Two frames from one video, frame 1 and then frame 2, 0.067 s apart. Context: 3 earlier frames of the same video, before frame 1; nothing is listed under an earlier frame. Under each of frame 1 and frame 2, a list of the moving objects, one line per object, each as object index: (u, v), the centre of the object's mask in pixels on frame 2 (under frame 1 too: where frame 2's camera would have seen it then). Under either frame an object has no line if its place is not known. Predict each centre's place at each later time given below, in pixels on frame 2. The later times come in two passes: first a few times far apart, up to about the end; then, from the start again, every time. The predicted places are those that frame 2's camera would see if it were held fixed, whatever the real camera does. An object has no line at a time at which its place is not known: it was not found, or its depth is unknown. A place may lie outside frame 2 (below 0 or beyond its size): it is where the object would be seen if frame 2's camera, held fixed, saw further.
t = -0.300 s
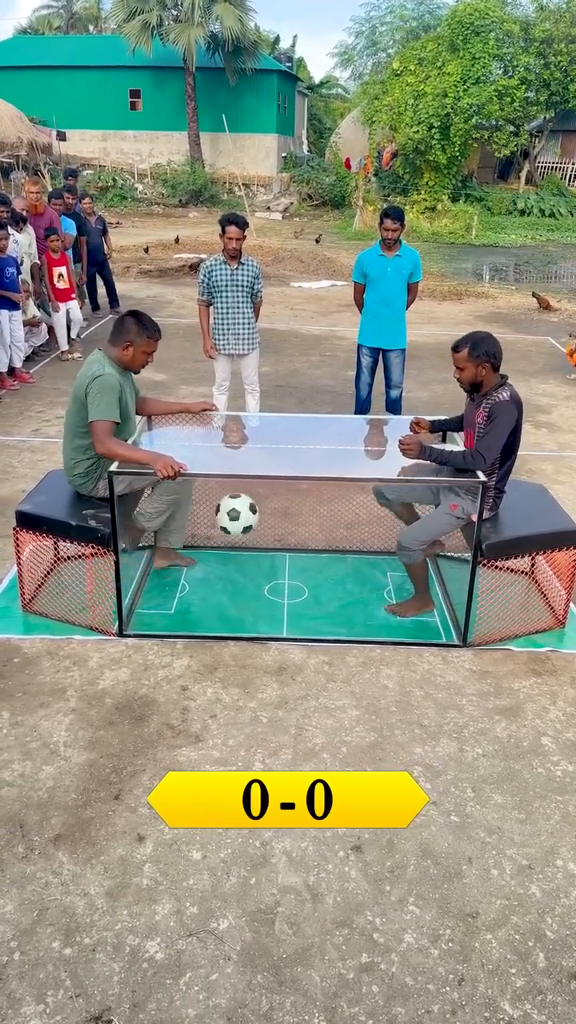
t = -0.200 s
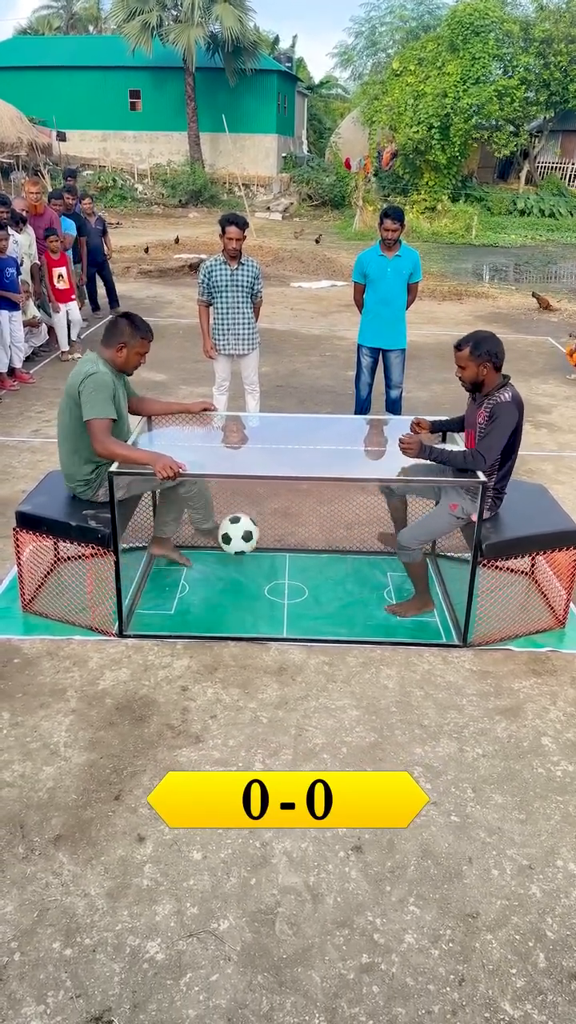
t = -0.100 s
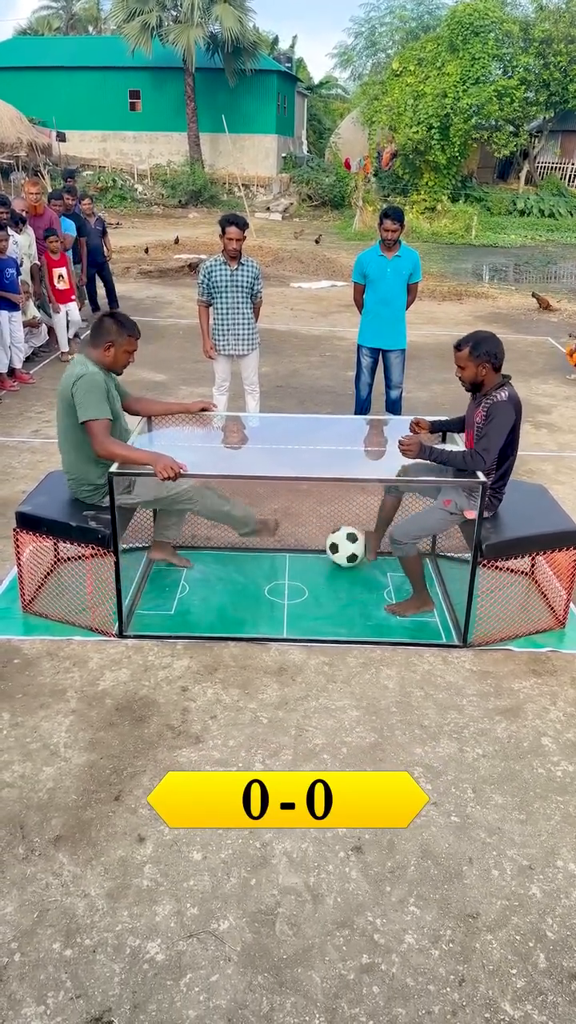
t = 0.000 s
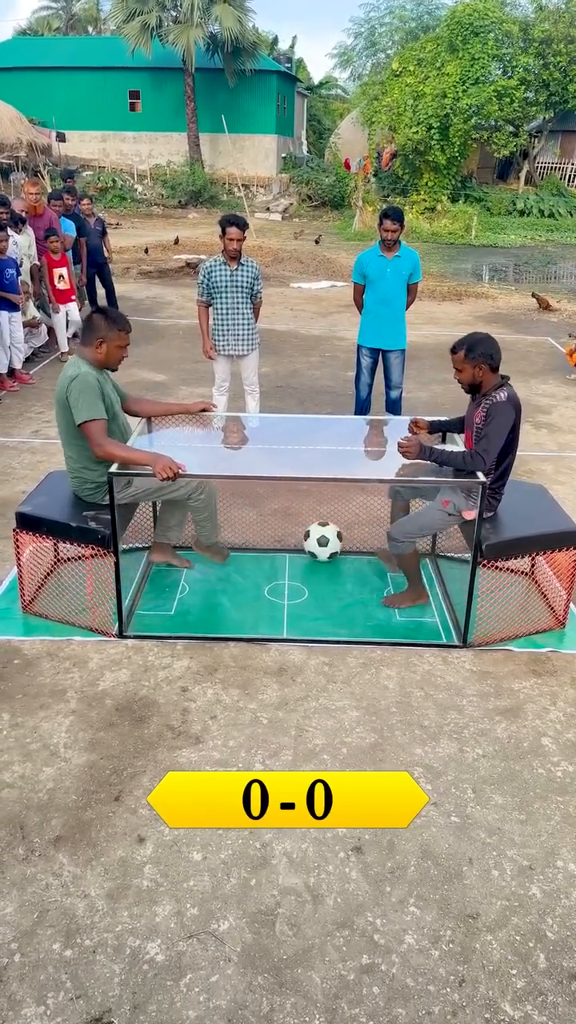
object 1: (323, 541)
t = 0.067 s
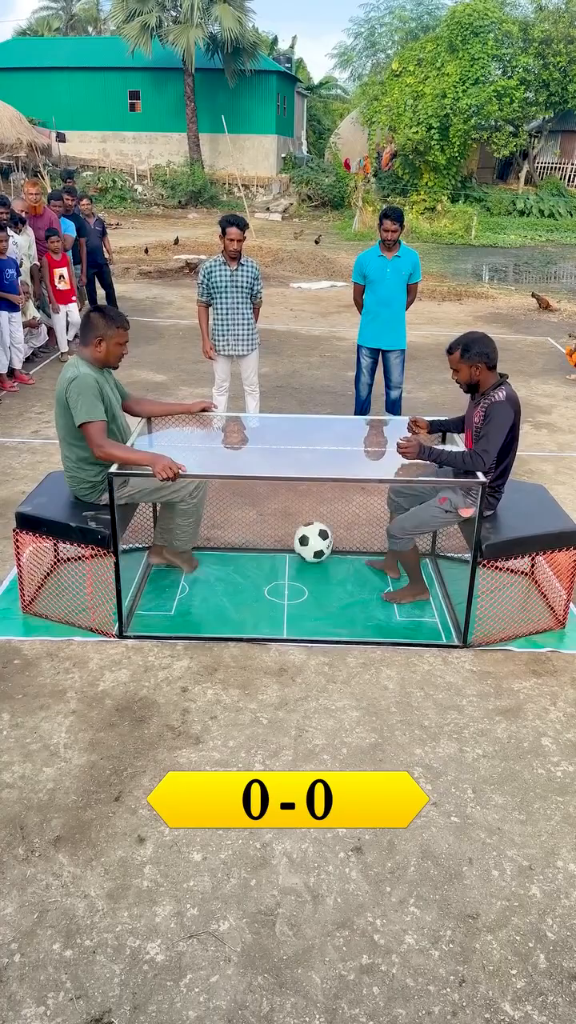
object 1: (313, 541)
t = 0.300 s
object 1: (288, 542)
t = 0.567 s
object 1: (261, 543)
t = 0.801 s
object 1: (237, 545)
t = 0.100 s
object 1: (309, 541)
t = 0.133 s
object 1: (305, 542)
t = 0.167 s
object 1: (302, 542)
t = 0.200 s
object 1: (298, 542)
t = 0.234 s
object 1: (294, 542)
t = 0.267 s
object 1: (291, 542)
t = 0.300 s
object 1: (288, 542)
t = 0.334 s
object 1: (284, 542)
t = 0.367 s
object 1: (281, 542)
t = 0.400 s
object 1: (277, 542)
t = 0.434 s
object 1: (274, 542)
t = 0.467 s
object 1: (271, 543)
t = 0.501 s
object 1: (267, 543)
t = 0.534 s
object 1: (264, 543)
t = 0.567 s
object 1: (261, 543)
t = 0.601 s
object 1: (258, 544)
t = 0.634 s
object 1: (254, 544)
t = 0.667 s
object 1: (251, 544)
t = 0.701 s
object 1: (247, 544)
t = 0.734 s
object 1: (244, 545)
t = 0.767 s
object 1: (241, 545)
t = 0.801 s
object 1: (237, 545)
